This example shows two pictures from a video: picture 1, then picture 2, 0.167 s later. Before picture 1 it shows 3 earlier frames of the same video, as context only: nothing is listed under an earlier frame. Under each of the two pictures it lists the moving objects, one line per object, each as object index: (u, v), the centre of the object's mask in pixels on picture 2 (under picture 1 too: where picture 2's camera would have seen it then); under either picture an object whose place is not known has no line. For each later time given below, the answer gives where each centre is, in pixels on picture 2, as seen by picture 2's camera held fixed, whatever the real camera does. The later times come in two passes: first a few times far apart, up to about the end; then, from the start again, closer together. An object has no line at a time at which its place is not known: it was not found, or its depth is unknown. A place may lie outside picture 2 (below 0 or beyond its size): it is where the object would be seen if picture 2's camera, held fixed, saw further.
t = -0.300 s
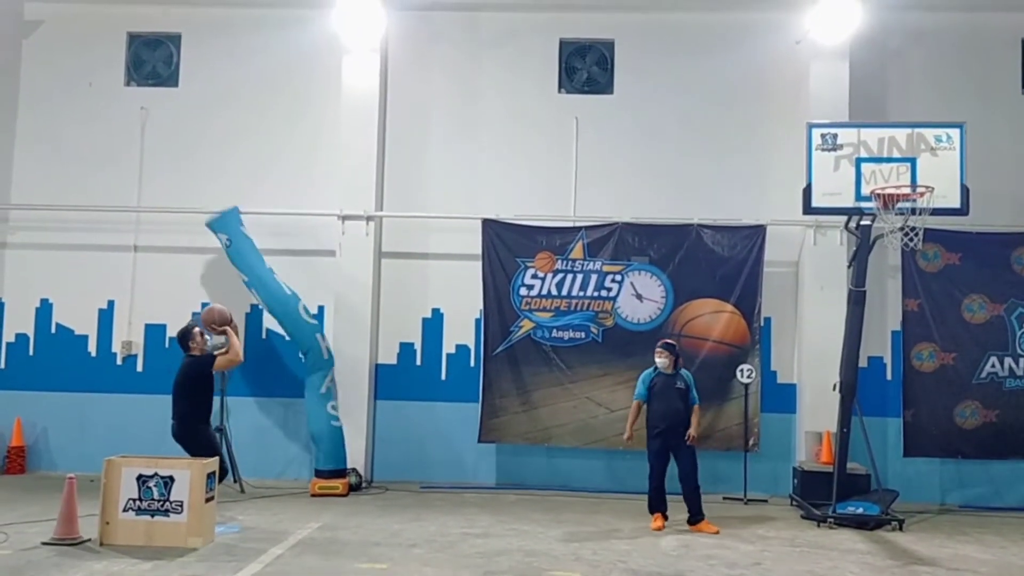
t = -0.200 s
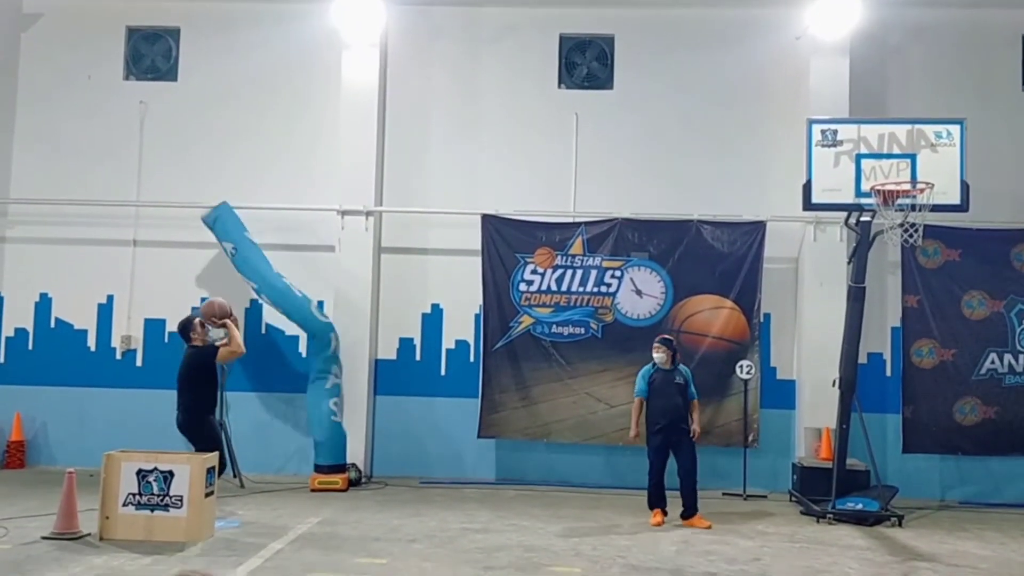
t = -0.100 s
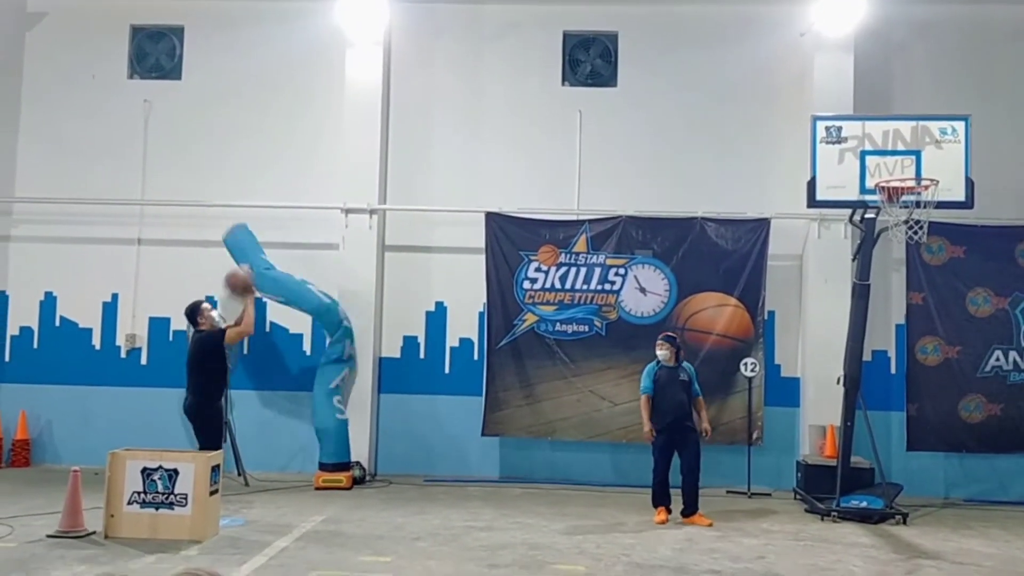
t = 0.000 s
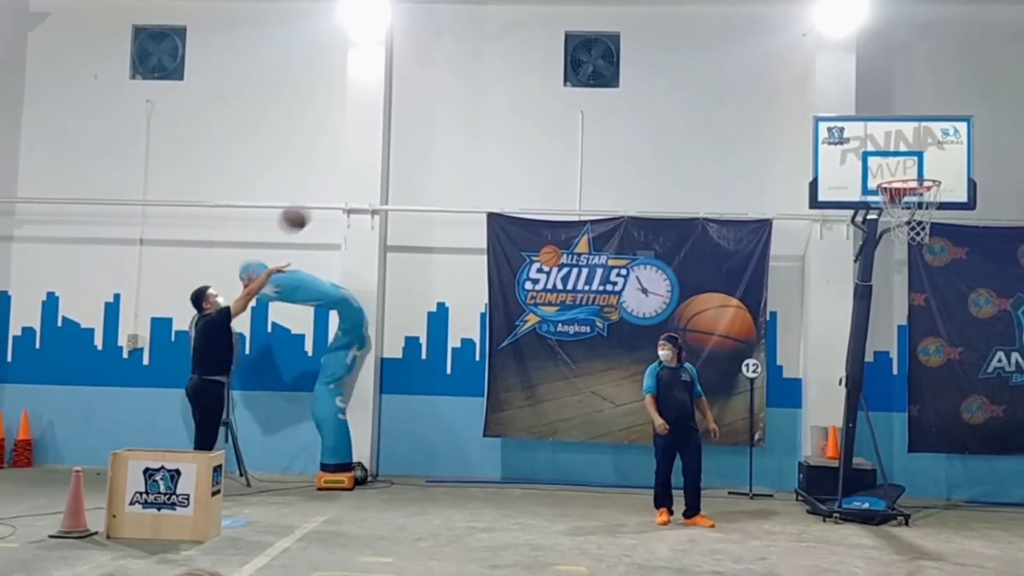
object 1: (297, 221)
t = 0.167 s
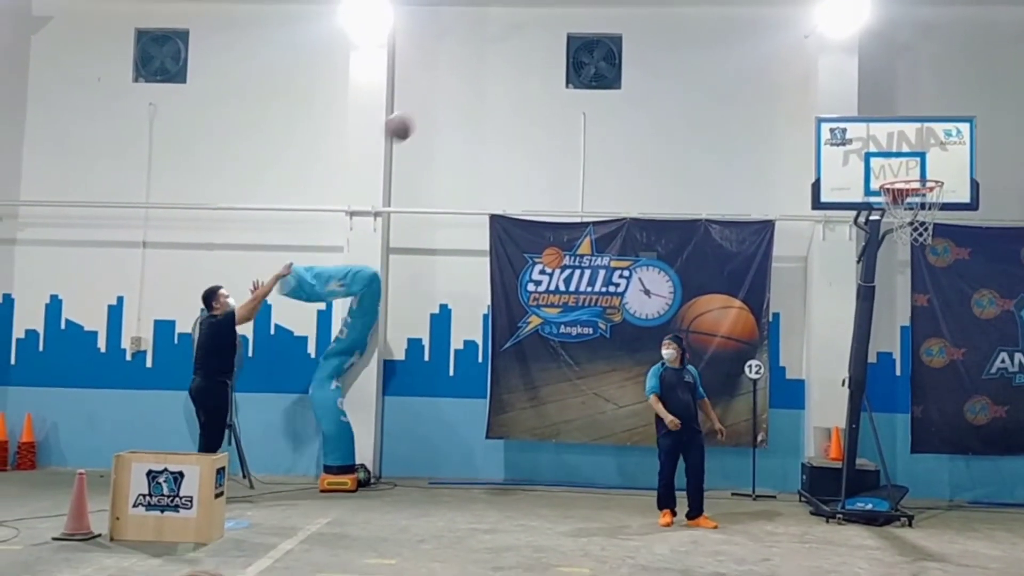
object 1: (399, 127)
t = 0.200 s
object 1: (418, 113)
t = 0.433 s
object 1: (553, 44)
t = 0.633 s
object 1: (670, 33)
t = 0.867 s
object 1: (805, 77)
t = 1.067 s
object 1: (923, 166)
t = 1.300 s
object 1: (899, 100)
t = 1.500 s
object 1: (865, 74)
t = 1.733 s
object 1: (827, 107)
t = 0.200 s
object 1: (418, 113)
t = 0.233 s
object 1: (438, 99)
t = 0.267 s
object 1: (457, 86)
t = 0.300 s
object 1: (476, 75)
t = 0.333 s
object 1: (496, 66)
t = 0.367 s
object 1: (515, 57)
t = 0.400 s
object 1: (534, 50)
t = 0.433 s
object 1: (553, 44)
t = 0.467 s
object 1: (574, 39)
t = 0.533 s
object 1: (612, 33)
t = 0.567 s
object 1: (632, 32)
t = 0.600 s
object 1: (651, 32)
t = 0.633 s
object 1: (670, 33)
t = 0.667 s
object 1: (690, 36)
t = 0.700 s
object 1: (709, 39)
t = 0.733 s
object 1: (729, 44)
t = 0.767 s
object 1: (747, 51)
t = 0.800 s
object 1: (766, 58)
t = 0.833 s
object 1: (786, 67)
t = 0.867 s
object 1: (805, 77)
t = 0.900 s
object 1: (824, 88)
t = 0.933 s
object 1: (843, 100)
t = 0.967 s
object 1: (863, 116)
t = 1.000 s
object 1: (882, 130)
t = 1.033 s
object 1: (903, 148)
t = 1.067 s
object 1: (923, 166)
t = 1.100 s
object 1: (931, 170)
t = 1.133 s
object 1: (925, 156)
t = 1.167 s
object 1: (923, 142)
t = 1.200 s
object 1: (915, 129)
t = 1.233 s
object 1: (910, 118)
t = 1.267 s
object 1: (905, 108)
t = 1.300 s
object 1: (899, 100)
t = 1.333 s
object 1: (893, 92)
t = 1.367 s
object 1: (887, 86)
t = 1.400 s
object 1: (881, 81)
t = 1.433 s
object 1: (876, 77)
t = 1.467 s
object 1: (870, 75)
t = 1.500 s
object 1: (865, 74)
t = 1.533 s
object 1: (860, 74)
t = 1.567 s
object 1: (855, 76)
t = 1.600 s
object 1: (849, 79)
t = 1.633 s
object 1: (844, 85)
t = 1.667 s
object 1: (839, 90)
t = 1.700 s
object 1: (833, 98)
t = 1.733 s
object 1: (827, 107)
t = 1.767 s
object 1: (821, 117)
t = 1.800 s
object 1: (815, 129)
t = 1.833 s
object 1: (809, 142)
